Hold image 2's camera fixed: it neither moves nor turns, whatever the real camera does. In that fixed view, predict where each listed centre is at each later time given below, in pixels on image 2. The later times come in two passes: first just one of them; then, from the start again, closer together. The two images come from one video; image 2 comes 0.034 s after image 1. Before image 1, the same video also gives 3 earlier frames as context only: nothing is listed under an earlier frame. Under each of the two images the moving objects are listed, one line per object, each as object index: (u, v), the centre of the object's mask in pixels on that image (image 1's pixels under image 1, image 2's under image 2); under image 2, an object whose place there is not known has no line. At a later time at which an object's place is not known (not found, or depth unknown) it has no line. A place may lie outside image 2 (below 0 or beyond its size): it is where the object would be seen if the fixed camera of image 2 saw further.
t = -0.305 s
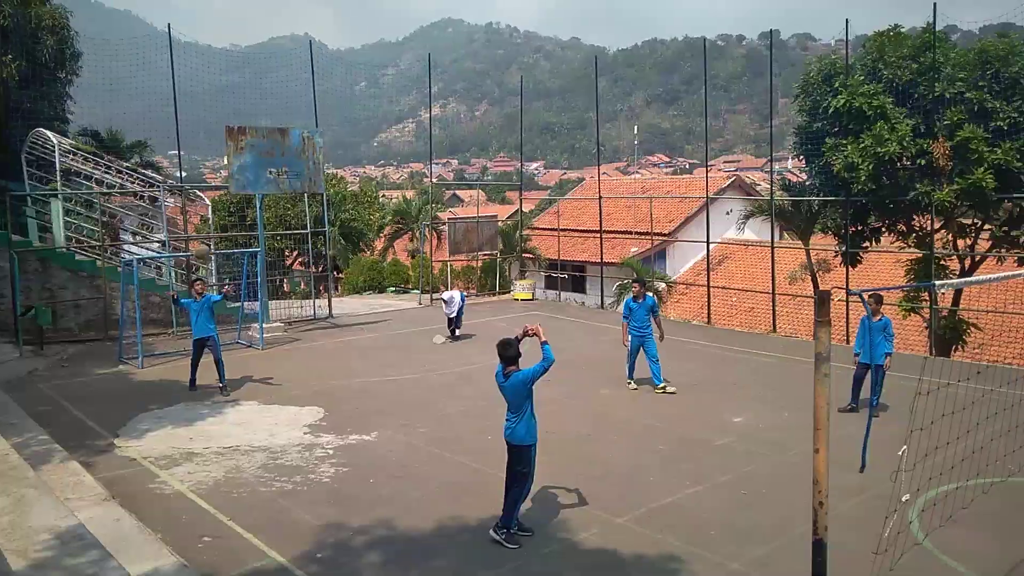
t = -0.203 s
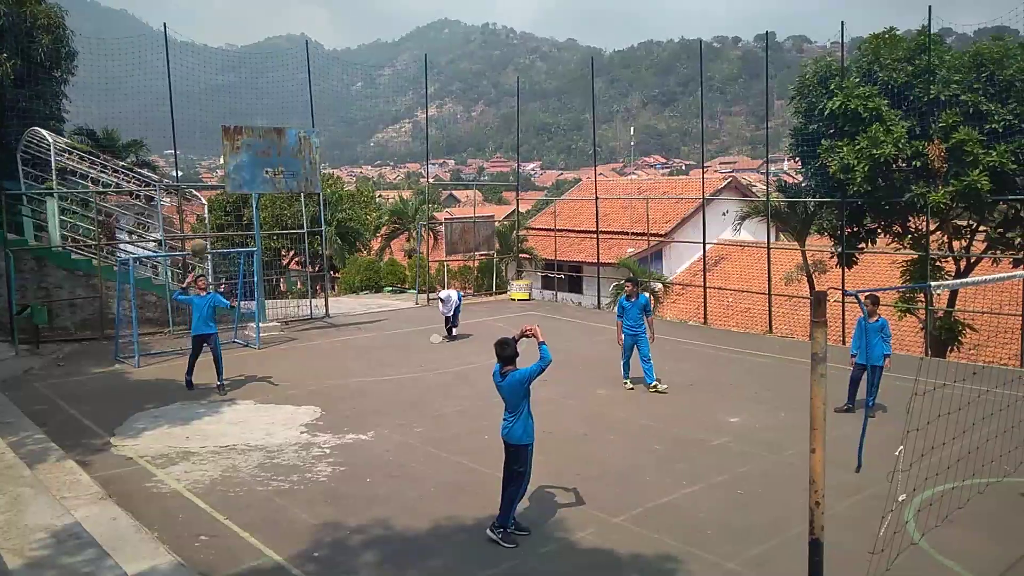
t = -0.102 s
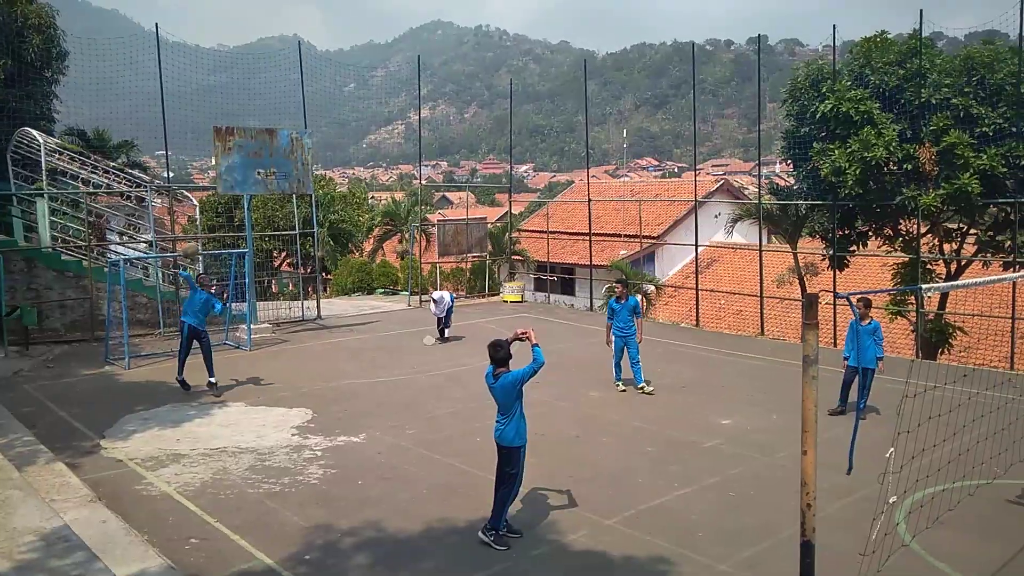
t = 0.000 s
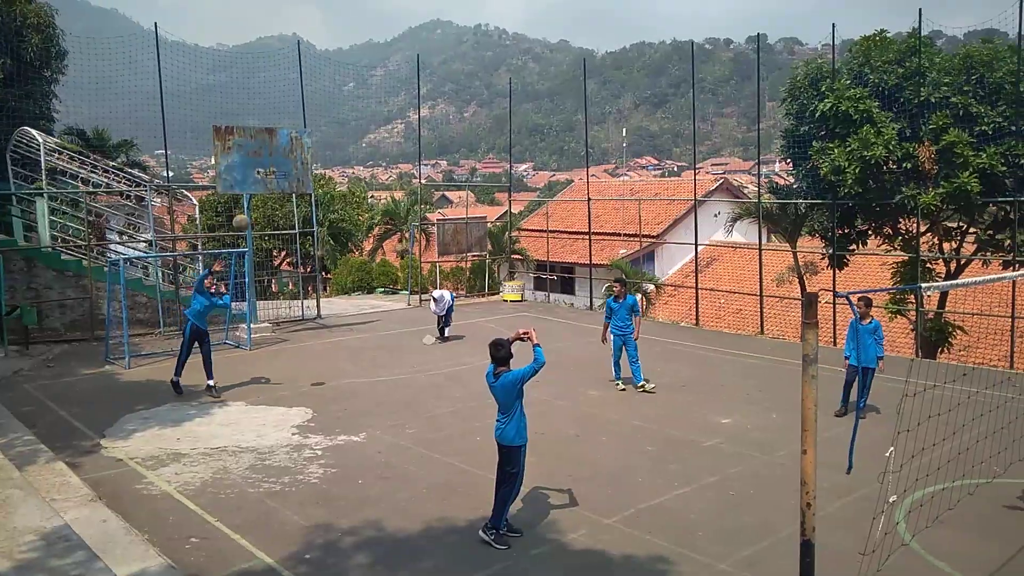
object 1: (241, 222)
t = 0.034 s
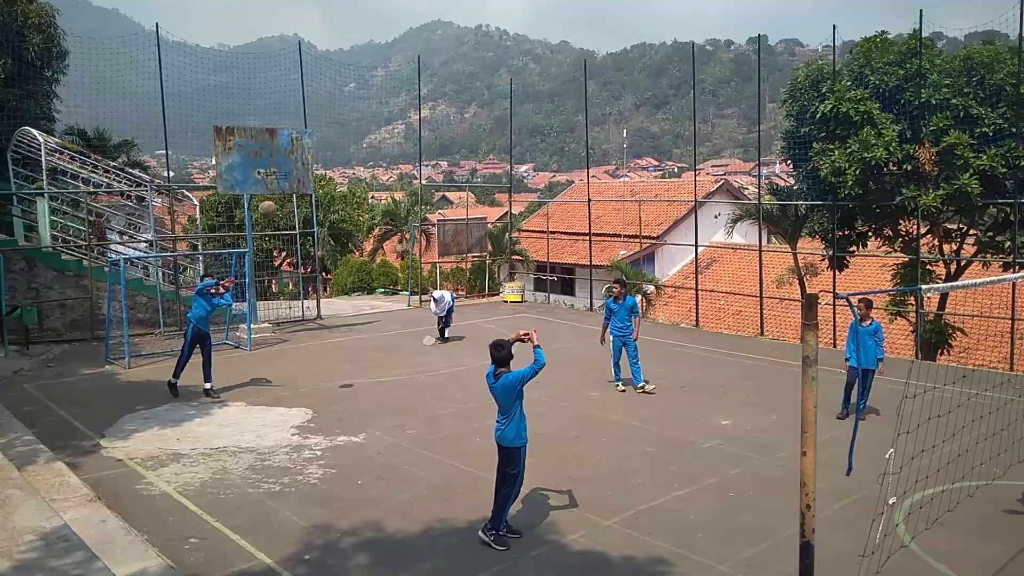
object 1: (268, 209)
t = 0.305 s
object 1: (506, 114)
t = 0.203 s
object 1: (409, 146)
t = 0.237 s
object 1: (440, 135)
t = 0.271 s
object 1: (472, 124)
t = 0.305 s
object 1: (506, 114)
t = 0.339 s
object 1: (540, 104)
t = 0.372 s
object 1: (576, 95)
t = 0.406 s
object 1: (612, 87)
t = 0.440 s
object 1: (650, 80)
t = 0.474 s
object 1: (689, 73)
